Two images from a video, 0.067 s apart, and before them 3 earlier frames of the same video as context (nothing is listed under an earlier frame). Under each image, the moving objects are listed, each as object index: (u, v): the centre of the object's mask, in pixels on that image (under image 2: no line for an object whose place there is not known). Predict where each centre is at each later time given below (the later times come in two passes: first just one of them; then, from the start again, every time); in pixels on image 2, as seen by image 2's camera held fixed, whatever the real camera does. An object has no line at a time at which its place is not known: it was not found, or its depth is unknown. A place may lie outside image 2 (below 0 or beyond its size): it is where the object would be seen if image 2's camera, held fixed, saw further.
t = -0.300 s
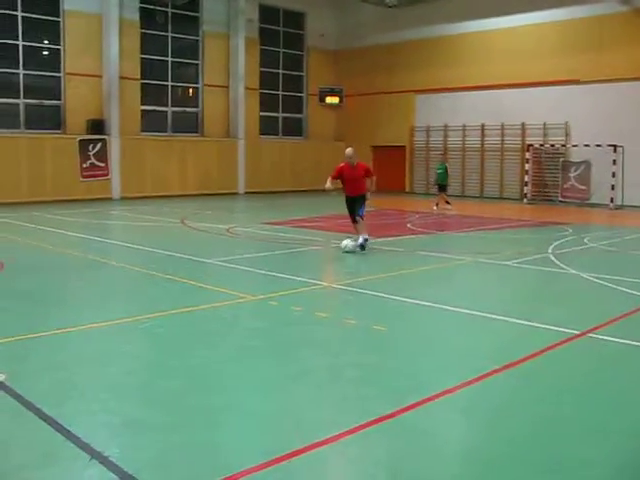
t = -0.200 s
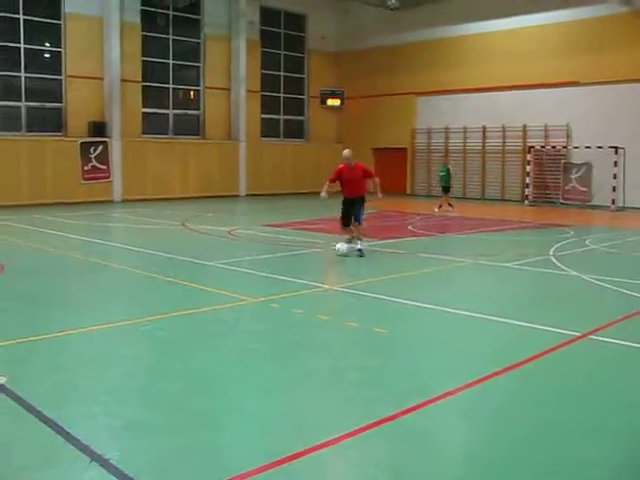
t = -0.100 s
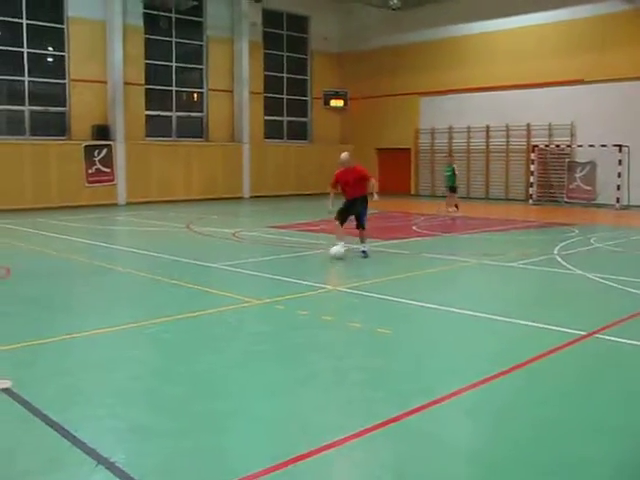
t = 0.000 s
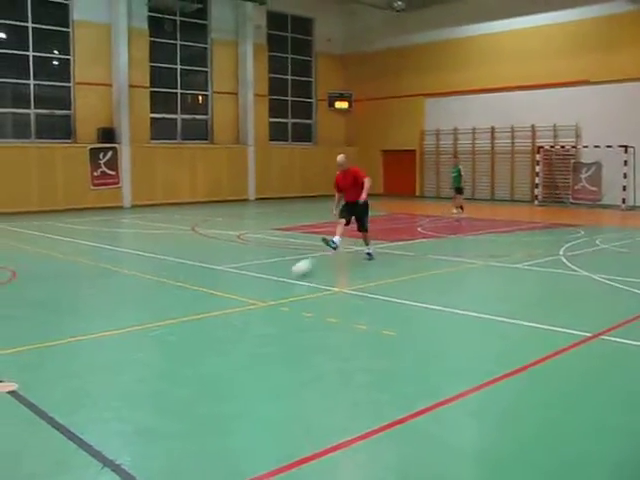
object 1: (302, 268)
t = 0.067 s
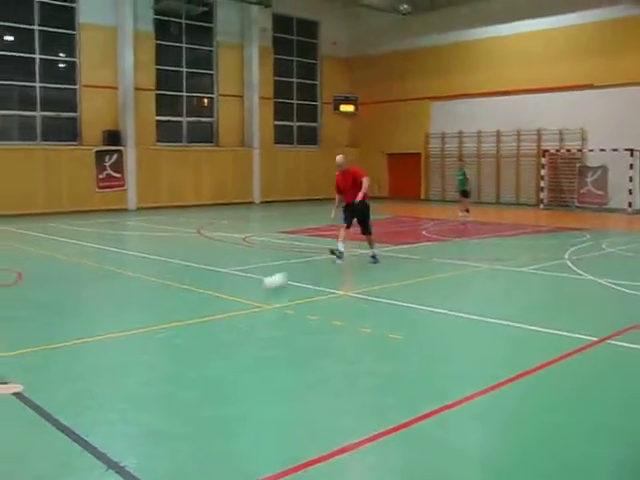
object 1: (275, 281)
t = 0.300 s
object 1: (106, 352)
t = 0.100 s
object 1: (255, 290)
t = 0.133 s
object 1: (235, 299)
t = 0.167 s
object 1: (214, 307)
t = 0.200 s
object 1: (189, 317)
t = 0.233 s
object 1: (160, 328)
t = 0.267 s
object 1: (134, 339)
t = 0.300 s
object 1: (106, 352)
